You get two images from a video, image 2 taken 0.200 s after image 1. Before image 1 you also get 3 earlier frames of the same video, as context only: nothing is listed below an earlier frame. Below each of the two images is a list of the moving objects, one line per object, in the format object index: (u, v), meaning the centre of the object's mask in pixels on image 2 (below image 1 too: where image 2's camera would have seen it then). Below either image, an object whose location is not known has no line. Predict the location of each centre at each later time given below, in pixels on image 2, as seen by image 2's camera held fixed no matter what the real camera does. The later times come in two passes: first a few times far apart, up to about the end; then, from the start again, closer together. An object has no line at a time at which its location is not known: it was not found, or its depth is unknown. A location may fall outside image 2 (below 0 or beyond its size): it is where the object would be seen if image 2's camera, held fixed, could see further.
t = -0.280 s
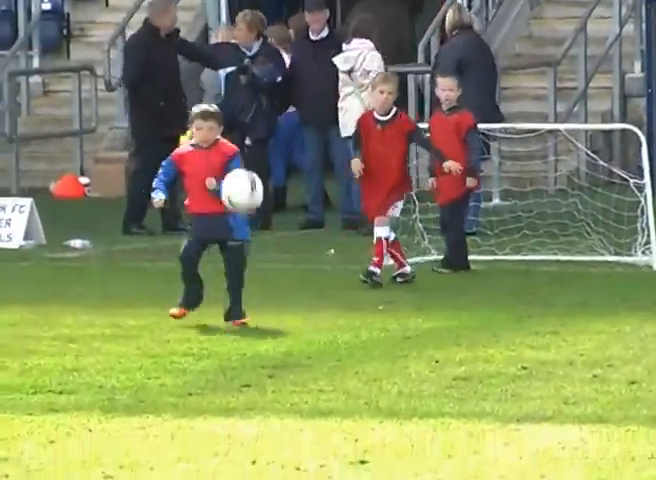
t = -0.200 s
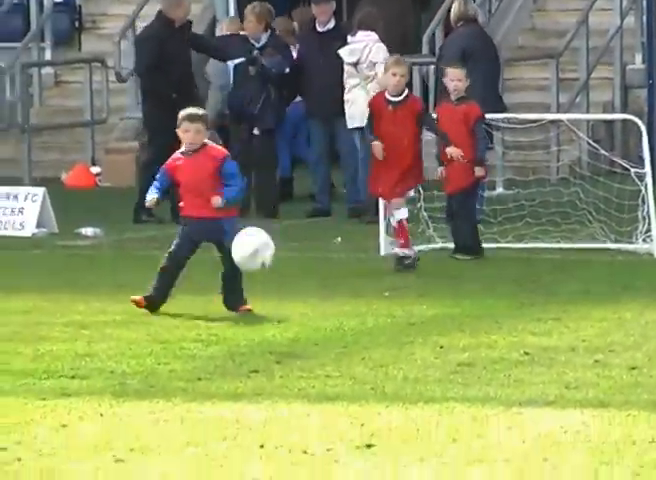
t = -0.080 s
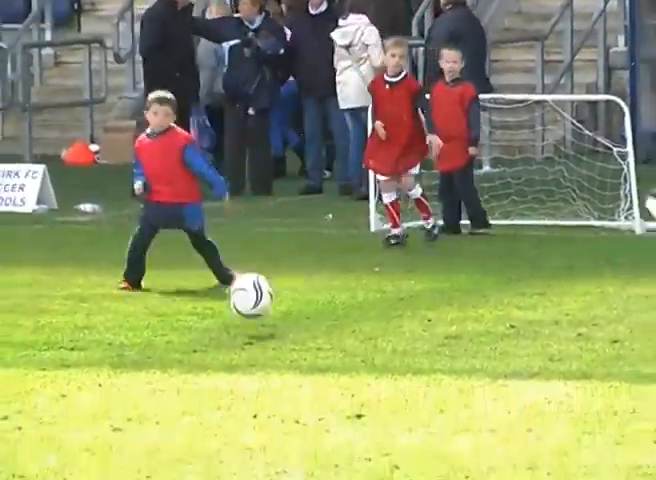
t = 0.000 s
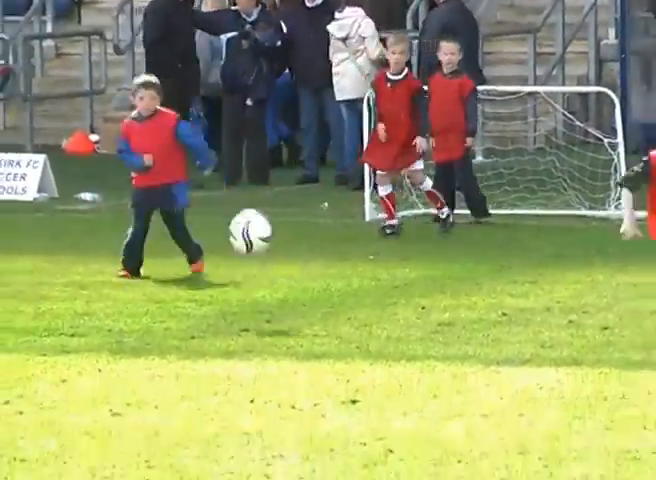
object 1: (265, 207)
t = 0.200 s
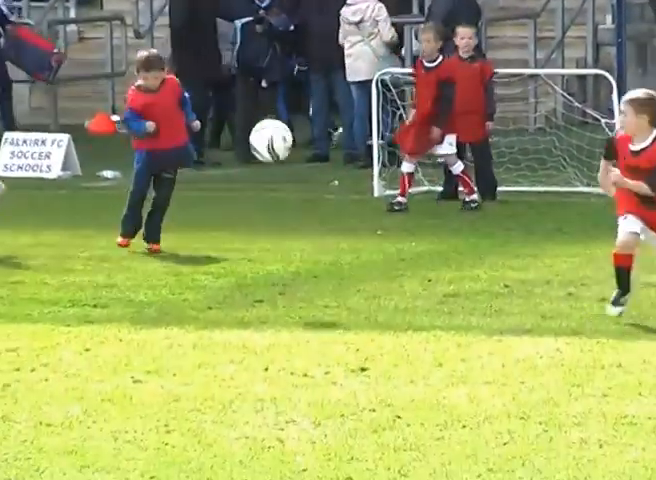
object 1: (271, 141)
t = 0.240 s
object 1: (272, 135)
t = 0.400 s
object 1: (277, 155)
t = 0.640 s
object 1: (287, 283)
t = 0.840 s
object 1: (293, 255)
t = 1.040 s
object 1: (298, 232)
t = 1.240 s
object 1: (309, 308)
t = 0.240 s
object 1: (272, 135)
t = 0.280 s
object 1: (273, 135)
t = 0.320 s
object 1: (275, 139)
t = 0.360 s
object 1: (274, 144)
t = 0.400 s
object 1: (277, 155)
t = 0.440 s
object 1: (278, 169)
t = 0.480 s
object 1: (278, 184)
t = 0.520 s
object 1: (280, 203)
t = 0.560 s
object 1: (282, 224)
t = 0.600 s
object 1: (284, 253)
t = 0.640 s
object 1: (287, 283)
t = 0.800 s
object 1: (293, 269)
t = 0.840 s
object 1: (293, 255)
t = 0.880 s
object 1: (294, 243)
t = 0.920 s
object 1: (296, 234)
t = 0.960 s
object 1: (297, 230)
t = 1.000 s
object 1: (297, 228)
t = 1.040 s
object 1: (298, 232)
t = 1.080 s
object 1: (301, 238)
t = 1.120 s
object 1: (301, 248)
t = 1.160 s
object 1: (302, 265)
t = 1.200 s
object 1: (305, 281)
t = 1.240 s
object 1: (309, 308)
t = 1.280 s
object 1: (312, 335)
